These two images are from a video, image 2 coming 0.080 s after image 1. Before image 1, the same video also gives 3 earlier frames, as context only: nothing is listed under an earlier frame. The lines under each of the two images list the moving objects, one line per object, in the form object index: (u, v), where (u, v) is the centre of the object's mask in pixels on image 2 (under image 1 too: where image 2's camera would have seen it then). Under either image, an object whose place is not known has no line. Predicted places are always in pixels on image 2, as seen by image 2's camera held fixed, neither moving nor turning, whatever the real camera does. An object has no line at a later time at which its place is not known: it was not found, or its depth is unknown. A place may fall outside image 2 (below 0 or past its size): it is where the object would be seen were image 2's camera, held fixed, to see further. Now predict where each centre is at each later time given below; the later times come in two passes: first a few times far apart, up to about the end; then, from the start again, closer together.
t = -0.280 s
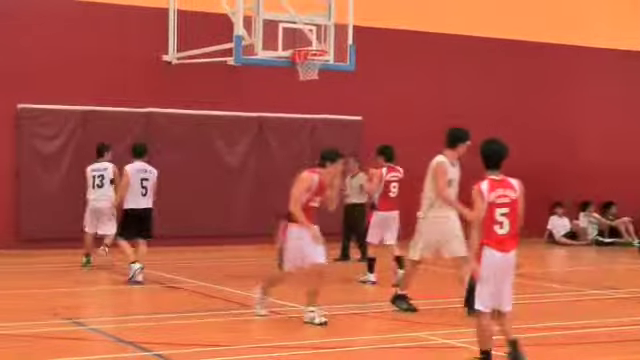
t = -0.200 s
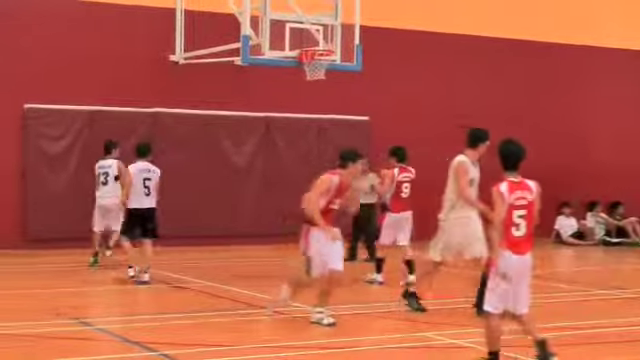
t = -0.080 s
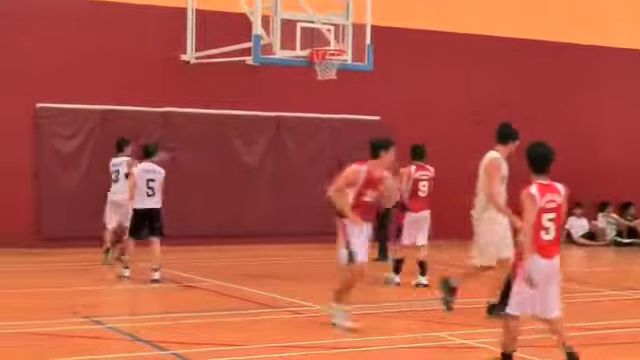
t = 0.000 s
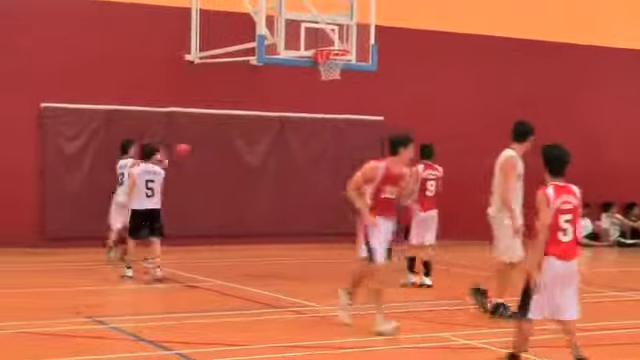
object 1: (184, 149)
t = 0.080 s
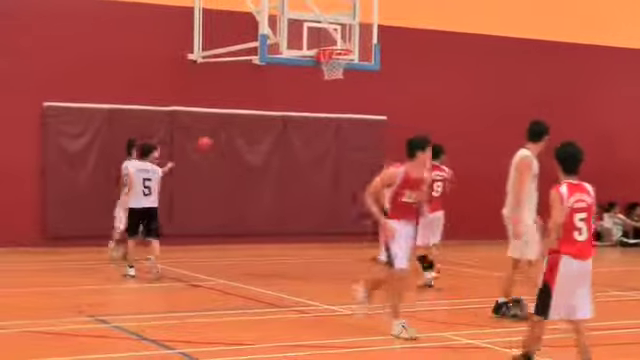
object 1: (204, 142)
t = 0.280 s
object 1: (247, 152)
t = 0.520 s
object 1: (296, 190)
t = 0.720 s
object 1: (330, 253)
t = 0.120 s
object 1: (212, 143)
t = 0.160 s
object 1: (222, 143)
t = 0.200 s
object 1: (229, 144)
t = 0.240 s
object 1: (238, 147)
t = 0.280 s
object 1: (247, 152)
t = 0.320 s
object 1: (250, 153)
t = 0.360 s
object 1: (264, 161)
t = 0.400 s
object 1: (271, 168)
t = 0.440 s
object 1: (279, 176)
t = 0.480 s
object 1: (287, 183)
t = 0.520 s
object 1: (296, 190)
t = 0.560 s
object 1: (302, 202)
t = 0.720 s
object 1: (330, 253)
